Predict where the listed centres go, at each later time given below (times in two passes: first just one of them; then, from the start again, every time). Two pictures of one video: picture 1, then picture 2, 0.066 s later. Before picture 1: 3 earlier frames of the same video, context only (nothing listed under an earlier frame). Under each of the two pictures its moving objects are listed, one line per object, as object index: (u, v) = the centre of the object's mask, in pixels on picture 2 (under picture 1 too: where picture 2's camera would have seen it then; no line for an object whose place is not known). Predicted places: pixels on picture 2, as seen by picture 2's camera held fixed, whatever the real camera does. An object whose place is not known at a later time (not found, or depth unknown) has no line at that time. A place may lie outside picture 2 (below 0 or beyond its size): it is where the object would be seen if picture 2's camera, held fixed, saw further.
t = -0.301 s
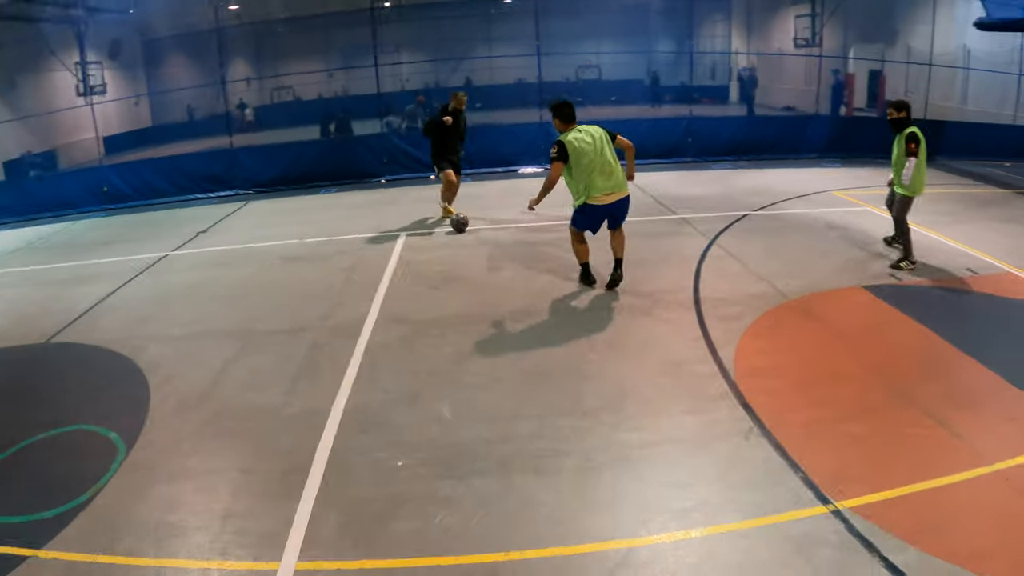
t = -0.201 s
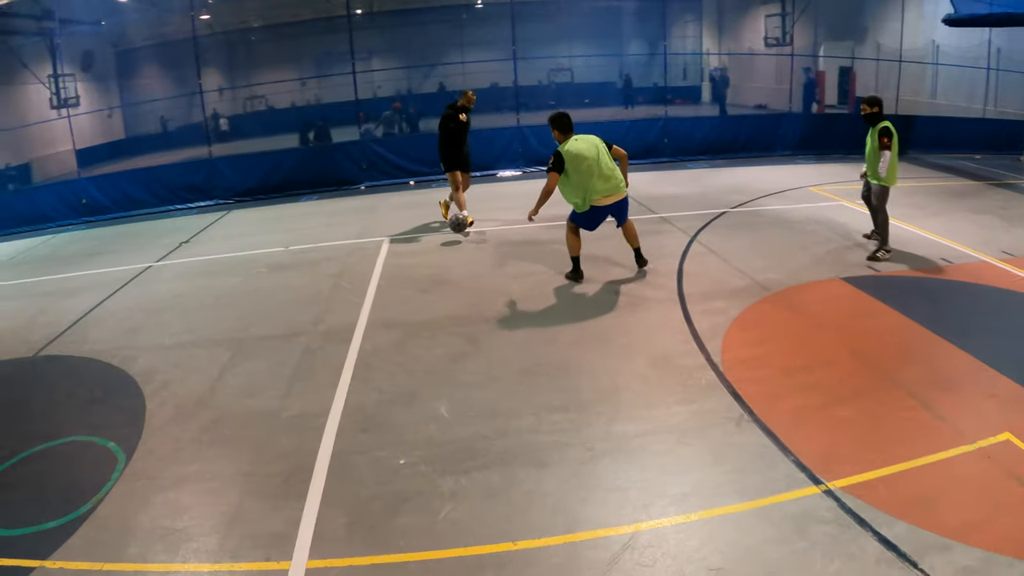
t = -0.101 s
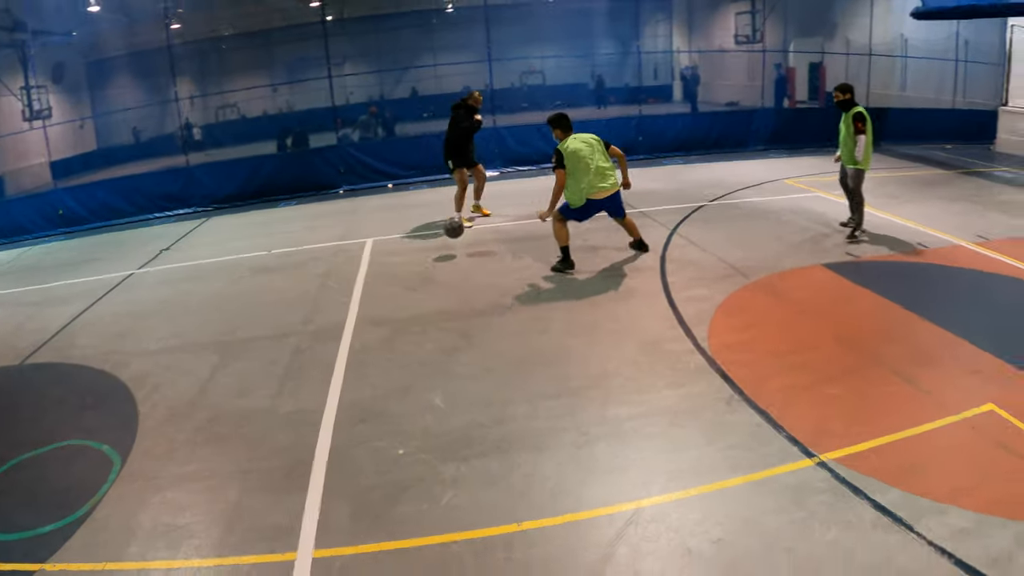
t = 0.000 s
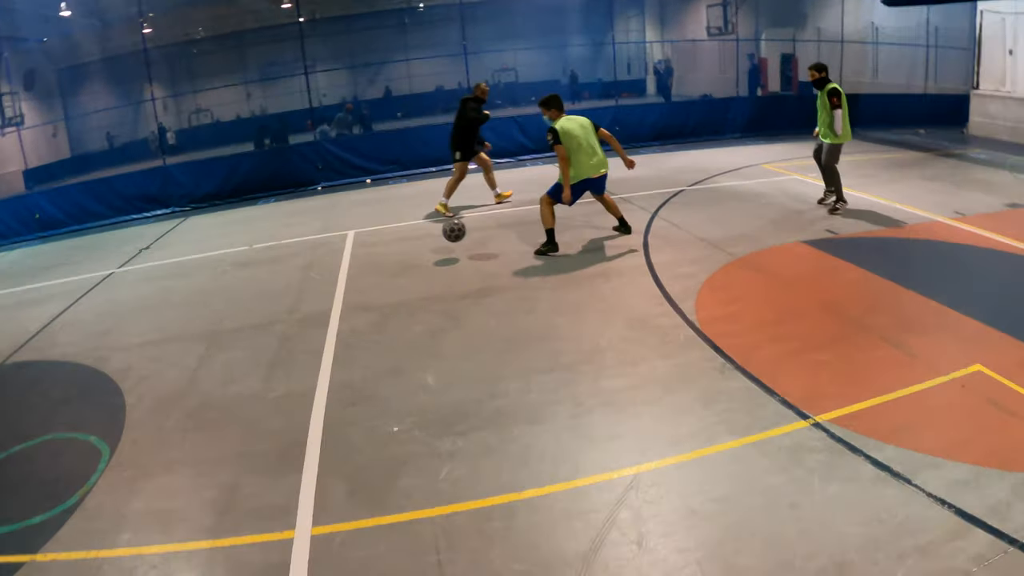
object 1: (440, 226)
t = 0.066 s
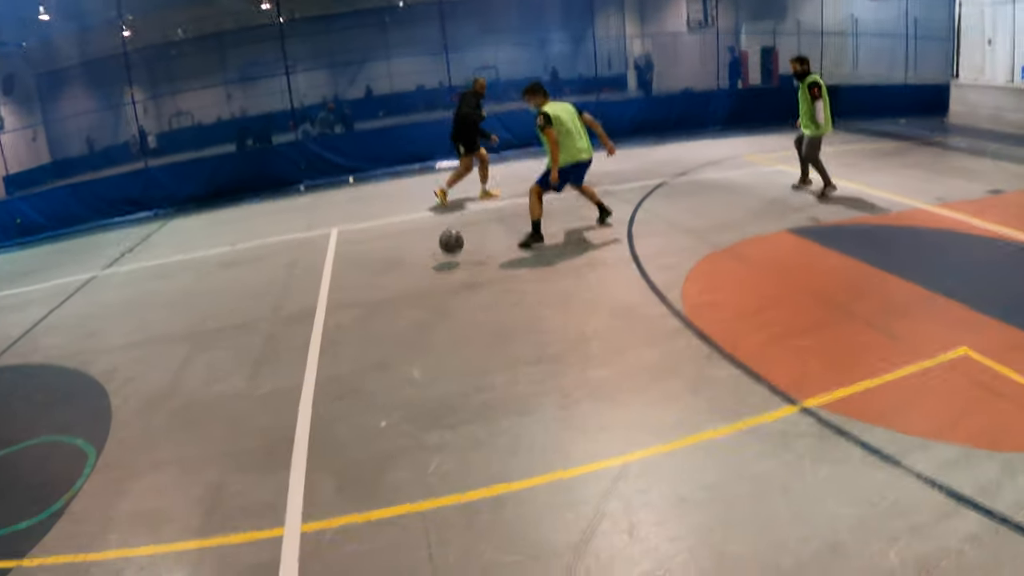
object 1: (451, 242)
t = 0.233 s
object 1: (477, 269)
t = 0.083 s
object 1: (454, 248)
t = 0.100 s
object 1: (458, 254)
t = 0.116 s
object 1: (461, 261)
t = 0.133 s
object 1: (463, 262)
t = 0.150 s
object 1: (465, 262)
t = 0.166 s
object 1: (468, 262)
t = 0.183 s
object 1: (470, 263)
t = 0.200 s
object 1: (472, 265)
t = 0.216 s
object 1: (475, 267)
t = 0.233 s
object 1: (477, 269)
